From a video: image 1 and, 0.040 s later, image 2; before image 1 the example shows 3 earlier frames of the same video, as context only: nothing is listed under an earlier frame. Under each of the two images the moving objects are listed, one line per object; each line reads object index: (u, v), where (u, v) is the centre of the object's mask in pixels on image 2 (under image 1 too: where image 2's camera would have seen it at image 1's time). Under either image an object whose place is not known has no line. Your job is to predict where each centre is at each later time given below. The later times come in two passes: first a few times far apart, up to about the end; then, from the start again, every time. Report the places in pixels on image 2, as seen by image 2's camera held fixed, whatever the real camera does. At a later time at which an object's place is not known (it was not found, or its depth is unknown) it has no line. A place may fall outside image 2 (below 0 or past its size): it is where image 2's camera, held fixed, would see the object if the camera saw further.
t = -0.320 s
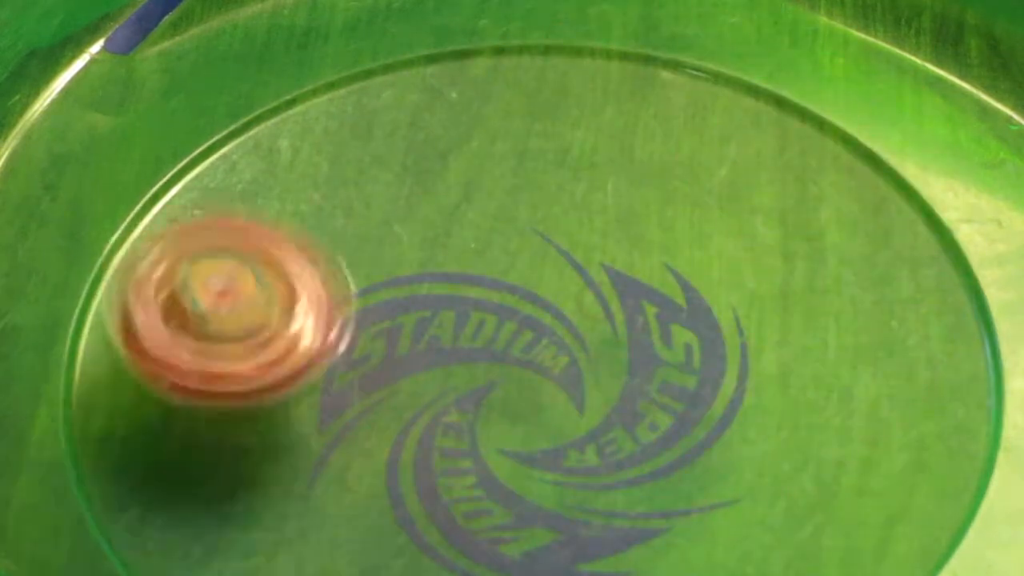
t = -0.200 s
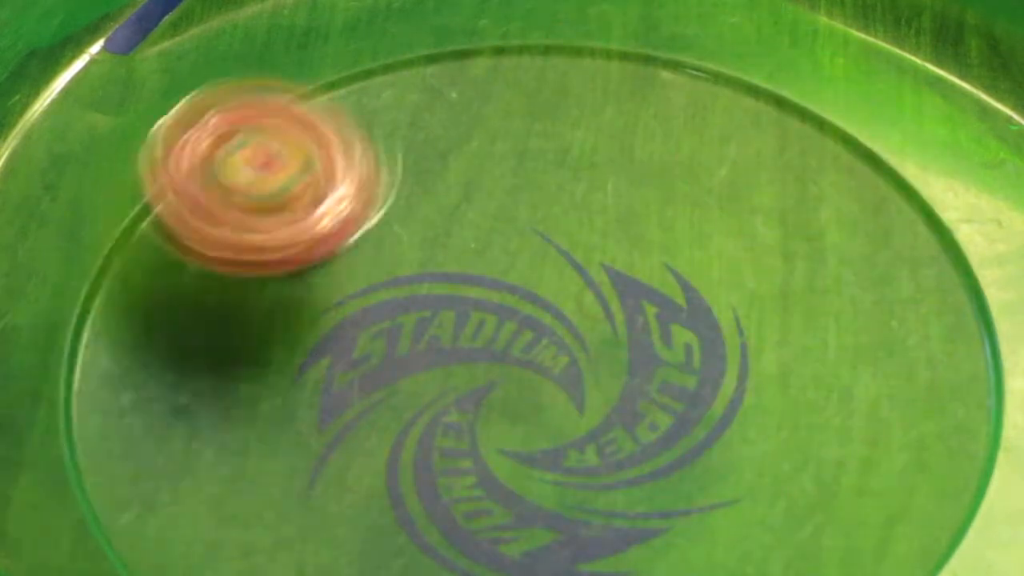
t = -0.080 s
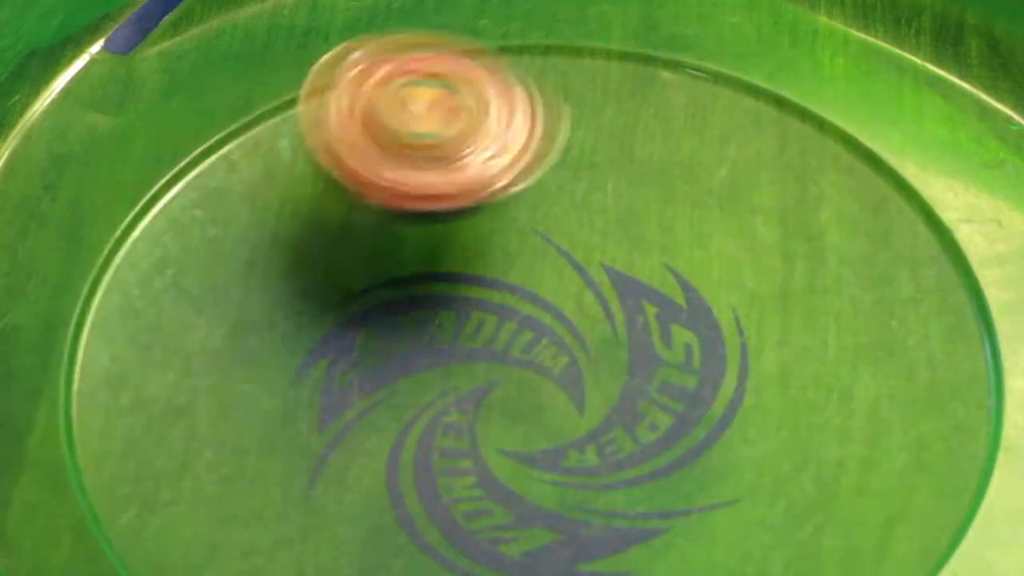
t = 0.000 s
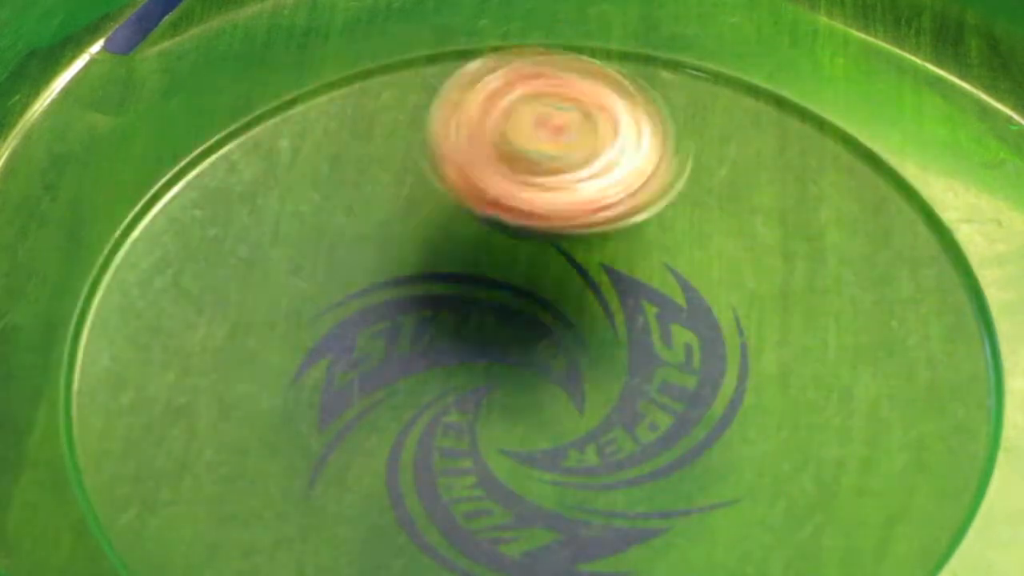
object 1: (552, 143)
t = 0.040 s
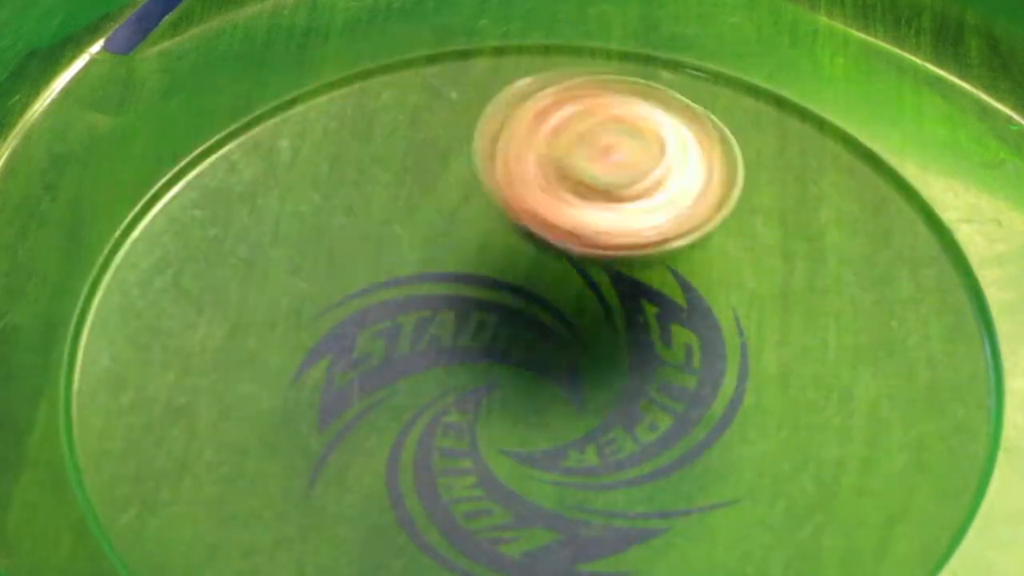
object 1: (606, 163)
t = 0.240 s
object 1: (769, 354)
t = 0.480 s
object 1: (561, 523)
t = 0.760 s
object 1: (354, 313)
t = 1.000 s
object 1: (591, 118)
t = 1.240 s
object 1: (844, 227)
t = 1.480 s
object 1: (620, 441)
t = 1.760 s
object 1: (254, 330)
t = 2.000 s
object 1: (395, 137)
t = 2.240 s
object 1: (704, 245)
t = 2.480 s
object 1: (720, 477)
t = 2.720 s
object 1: (414, 475)
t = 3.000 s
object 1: (446, 192)
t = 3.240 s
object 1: (731, 125)
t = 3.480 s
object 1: (748, 353)
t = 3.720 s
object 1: (430, 440)
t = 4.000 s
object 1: (271, 231)
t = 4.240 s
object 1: (572, 187)
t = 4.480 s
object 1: (773, 359)
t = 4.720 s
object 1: (584, 503)
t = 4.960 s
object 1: (397, 331)
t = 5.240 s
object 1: (579, 114)
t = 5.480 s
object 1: (754, 258)
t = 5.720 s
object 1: (538, 433)
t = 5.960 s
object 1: (275, 361)
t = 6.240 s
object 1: (485, 201)
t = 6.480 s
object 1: (750, 294)
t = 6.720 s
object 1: (690, 470)
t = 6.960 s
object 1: (436, 374)
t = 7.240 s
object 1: (499, 134)
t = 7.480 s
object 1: (699, 216)
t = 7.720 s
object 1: (581, 417)
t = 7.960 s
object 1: (328, 415)
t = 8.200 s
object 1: (417, 247)
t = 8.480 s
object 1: (731, 260)
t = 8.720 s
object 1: (733, 422)
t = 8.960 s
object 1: (467, 376)
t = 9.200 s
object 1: (418, 181)
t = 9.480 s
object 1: (638, 217)
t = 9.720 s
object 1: (590, 411)
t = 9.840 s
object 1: (483, 461)
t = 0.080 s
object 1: (655, 196)
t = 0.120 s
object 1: (701, 229)
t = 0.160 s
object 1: (729, 268)
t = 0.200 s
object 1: (758, 313)
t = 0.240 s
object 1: (769, 354)
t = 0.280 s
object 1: (767, 402)
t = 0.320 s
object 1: (758, 442)
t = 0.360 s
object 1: (724, 480)
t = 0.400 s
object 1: (687, 502)
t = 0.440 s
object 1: (633, 513)
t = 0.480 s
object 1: (561, 523)
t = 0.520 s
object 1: (506, 521)
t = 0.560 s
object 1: (446, 511)
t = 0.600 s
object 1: (398, 490)
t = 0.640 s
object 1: (370, 450)
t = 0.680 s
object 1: (350, 409)
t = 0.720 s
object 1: (346, 361)
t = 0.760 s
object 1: (354, 313)
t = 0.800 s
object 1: (373, 270)
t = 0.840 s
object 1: (403, 231)
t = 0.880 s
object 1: (440, 192)
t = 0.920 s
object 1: (484, 160)
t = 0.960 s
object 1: (537, 135)
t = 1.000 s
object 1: (591, 118)
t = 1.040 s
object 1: (644, 109)
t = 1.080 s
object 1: (703, 111)
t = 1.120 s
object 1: (755, 122)
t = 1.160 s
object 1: (795, 148)
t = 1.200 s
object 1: (829, 186)
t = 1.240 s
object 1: (844, 227)
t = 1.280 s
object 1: (836, 274)
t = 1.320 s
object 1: (818, 322)
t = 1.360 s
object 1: (784, 361)
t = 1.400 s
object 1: (733, 395)
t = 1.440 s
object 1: (676, 424)
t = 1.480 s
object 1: (620, 441)
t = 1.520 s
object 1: (560, 449)
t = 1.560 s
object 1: (489, 451)
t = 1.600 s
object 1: (432, 444)
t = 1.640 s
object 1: (375, 424)
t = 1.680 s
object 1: (325, 400)
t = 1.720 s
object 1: (282, 371)
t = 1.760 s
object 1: (254, 330)
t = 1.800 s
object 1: (238, 290)
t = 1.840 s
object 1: (236, 249)
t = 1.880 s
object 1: (255, 208)
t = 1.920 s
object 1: (293, 172)
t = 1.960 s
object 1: (340, 149)
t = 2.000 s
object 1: (395, 137)
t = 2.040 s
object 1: (453, 136)
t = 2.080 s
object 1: (512, 143)
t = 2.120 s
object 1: (566, 158)
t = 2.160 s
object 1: (616, 183)
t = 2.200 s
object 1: (665, 213)
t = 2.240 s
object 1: (704, 245)
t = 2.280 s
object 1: (732, 280)
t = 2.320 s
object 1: (751, 322)
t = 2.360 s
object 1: (765, 364)
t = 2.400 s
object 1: (765, 403)
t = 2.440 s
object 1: (751, 440)
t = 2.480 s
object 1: (720, 477)
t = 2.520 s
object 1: (681, 499)
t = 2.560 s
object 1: (633, 511)
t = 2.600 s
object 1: (575, 514)
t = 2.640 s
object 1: (512, 510)
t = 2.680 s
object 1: (456, 496)
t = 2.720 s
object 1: (414, 475)
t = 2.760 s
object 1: (388, 436)
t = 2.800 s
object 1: (372, 395)
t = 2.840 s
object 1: (367, 354)
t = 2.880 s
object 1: (372, 311)
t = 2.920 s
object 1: (389, 268)
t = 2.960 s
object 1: (414, 230)
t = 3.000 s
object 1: (446, 192)
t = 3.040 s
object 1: (485, 162)
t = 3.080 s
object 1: (528, 135)
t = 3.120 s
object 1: (578, 119)
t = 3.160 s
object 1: (633, 111)
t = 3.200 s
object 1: (684, 112)
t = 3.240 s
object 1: (731, 125)
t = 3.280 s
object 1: (770, 150)
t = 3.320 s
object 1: (795, 187)
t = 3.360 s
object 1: (807, 230)
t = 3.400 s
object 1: (803, 274)
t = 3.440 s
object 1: (782, 315)
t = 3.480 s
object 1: (748, 353)
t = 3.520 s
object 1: (705, 385)
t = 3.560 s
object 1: (654, 412)
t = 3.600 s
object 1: (600, 431)
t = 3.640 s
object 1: (543, 443)
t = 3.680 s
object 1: (485, 446)
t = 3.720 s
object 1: (430, 440)
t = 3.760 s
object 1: (378, 426)
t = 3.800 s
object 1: (330, 406)
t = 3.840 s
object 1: (290, 378)
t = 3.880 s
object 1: (261, 345)
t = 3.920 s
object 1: (250, 310)
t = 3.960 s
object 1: (251, 269)
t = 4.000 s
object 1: (271, 231)
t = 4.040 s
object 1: (308, 200)
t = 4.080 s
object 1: (354, 181)
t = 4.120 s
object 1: (407, 169)
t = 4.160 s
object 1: (461, 168)
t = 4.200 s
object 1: (518, 175)
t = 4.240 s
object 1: (572, 187)
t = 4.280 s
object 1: (623, 206)
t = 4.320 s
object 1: (667, 230)
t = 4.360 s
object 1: (705, 258)
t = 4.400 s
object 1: (736, 289)
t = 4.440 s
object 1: (760, 323)
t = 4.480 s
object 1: (773, 359)
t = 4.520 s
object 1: (773, 396)
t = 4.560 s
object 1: (761, 432)
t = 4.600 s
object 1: (733, 465)
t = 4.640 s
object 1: (691, 489)
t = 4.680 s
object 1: (642, 500)
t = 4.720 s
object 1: (584, 503)
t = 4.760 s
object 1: (529, 496)
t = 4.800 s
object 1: (482, 477)
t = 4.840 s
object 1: (446, 445)
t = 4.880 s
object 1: (417, 410)
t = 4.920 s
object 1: (404, 371)
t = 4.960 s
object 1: (397, 331)
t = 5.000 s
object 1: (400, 289)
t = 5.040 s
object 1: (412, 249)
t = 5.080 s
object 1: (431, 212)
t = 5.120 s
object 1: (457, 179)
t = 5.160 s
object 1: (492, 150)
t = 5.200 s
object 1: (533, 128)
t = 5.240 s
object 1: (579, 114)
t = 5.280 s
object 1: (628, 111)
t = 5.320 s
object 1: (674, 121)
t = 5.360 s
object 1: (714, 142)
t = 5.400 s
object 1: (742, 176)
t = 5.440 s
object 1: (755, 216)
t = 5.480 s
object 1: (754, 258)
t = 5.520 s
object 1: (739, 299)
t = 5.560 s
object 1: (714, 337)
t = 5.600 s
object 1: (677, 370)
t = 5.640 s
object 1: (636, 397)
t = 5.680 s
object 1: (589, 419)
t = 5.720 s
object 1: (538, 433)
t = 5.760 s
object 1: (486, 442)
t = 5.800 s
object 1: (434, 442)
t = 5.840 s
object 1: (384, 434)
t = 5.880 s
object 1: (339, 416)
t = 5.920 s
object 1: (301, 392)
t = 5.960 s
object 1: (275, 361)
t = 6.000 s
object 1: (265, 324)
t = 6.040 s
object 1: (275, 289)
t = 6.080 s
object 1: (301, 256)
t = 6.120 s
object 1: (338, 231)
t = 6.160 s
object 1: (383, 214)
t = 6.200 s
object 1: (434, 204)
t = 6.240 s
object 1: (485, 201)
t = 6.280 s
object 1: (537, 205)
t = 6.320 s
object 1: (588, 214)
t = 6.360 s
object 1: (635, 227)
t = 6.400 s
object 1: (680, 245)
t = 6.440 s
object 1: (718, 267)
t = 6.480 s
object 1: (750, 294)
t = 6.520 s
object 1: (773, 324)
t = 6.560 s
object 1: (786, 358)
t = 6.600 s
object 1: (784, 393)
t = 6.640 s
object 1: (768, 425)
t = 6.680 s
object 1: (735, 452)
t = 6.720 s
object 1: (690, 470)
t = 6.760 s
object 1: (639, 477)
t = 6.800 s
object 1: (588, 472)
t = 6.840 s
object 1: (539, 460)
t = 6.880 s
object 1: (495, 437)
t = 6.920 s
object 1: (461, 406)
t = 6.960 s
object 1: (436, 374)
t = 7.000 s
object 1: (419, 337)
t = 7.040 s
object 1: (412, 299)
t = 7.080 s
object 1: (411, 261)
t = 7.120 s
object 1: (420, 223)
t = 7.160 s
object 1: (438, 188)
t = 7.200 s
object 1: (464, 158)
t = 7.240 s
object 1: (499, 134)
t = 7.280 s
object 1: (538, 120)
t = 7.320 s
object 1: (581, 118)
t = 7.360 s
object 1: (624, 126)
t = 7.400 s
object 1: (660, 148)
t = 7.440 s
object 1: (686, 178)
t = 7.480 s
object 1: (699, 216)
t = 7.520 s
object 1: (702, 255)
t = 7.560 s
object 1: (693, 293)
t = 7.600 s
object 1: (676, 329)
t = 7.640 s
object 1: (651, 362)
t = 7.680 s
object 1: (619, 391)
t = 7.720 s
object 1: (581, 417)
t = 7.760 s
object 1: (539, 434)
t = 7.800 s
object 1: (495, 446)
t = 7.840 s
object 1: (449, 450)
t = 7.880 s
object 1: (404, 447)
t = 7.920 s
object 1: (364, 436)
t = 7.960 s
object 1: (328, 415)
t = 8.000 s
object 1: (304, 386)
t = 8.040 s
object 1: (298, 352)
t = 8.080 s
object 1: (309, 318)
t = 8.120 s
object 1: (336, 288)
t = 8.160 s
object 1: (374, 264)
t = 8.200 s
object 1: (417, 247)
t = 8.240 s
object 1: (458, 236)
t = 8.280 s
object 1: (503, 228)
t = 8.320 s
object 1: (552, 225)
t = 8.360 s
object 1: (602, 227)
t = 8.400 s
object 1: (651, 233)
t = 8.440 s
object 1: (695, 246)
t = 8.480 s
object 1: (731, 260)
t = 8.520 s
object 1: (761, 281)
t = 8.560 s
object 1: (785, 306)
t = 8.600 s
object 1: (796, 337)
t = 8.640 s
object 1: (793, 367)
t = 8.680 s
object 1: (771, 398)
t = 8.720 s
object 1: (733, 422)
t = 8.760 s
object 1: (686, 434)
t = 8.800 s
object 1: (638, 438)
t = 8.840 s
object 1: (592, 432)
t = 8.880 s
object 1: (546, 421)
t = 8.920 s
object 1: (501, 401)
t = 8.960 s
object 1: (467, 376)
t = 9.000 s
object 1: (441, 345)
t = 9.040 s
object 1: (423, 318)
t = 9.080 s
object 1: (407, 284)
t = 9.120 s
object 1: (399, 249)
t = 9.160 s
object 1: (403, 212)
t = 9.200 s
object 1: (418, 181)
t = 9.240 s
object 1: (441, 157)
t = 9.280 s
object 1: (472, 138)
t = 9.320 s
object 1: (511, 131)
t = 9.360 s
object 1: (555, 136)
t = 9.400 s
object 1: (593, 157)
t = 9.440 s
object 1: (621, 185)
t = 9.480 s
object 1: (638, 217)
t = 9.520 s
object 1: (647, 250)
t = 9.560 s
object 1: (651, 286)
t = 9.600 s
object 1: (644, 321)
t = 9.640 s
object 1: (630, 354)
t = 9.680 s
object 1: (612, 383)
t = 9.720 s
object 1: (590, 411)
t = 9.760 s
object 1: (558, 435)
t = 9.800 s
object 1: (520, 452)
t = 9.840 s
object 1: (483, 461)
